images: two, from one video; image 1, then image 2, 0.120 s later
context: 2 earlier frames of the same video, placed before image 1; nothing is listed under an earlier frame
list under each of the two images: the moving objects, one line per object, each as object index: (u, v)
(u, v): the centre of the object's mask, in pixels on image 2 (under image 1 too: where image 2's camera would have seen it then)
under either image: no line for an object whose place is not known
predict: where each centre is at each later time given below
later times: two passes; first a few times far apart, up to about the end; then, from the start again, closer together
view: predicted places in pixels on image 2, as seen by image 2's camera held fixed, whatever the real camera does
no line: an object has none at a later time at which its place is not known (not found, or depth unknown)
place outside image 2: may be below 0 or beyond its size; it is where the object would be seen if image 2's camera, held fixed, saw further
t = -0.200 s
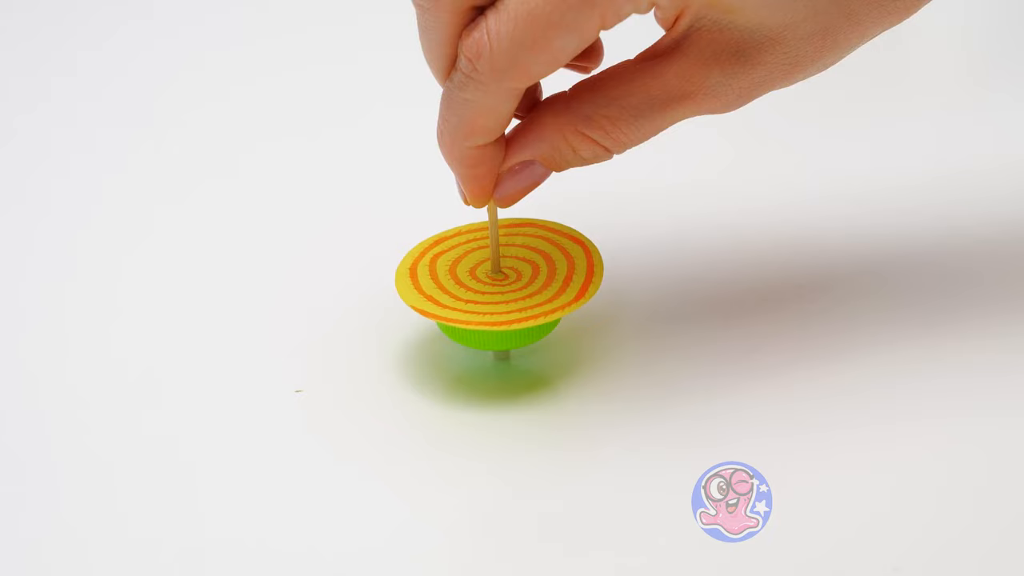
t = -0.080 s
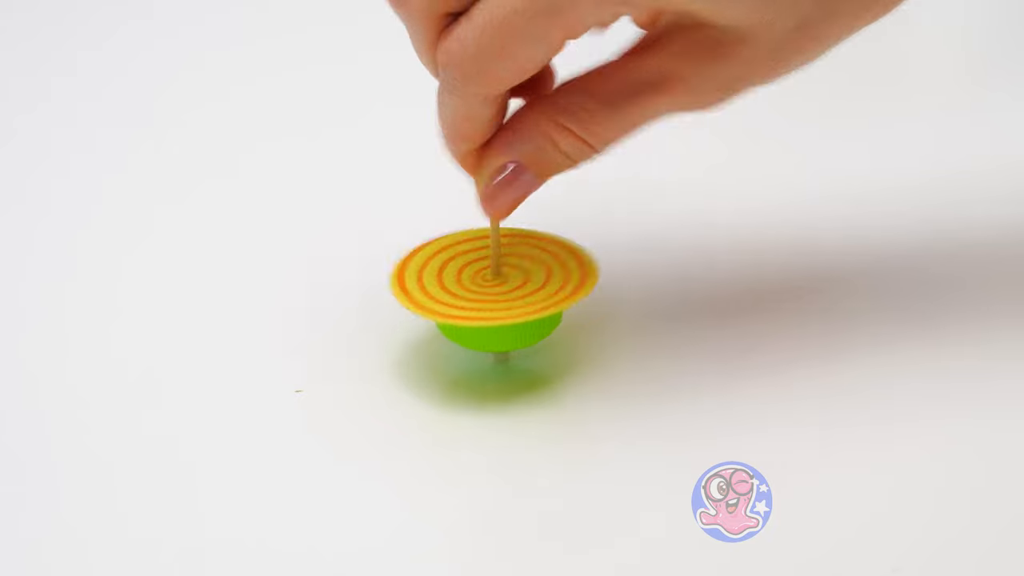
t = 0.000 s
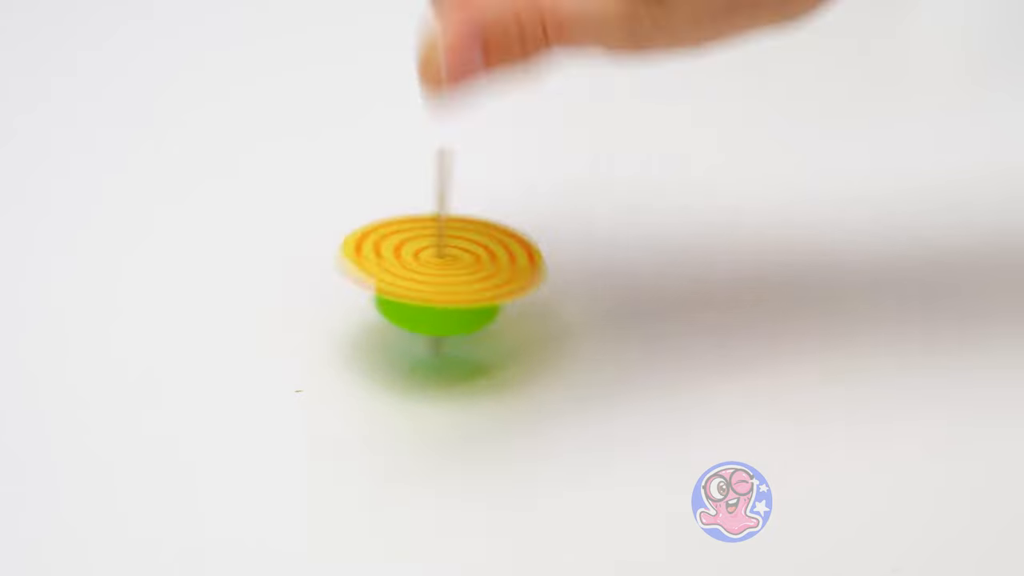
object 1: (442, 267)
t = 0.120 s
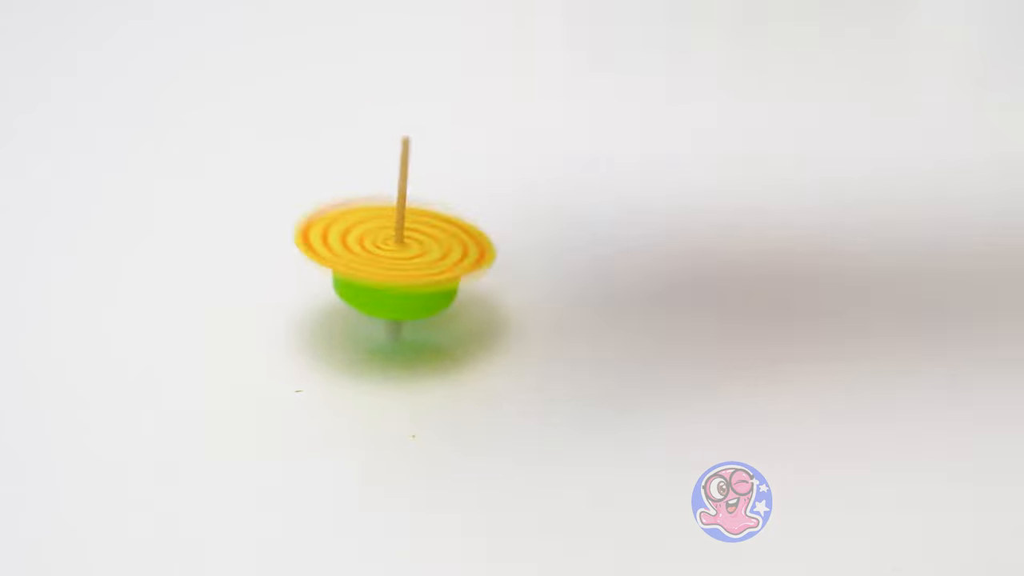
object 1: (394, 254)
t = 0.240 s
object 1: (370, 232)
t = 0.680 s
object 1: (412, 173)
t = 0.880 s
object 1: (453, 171)
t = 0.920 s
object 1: (460, 172)
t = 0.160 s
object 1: (382, 246)
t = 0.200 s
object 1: (375, 238)
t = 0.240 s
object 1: (370, 232)
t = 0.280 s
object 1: (369, 226)
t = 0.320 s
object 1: (369, 218)
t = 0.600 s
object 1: (396, 178)
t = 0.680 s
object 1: (412, 173)
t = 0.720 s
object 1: (418, 171)
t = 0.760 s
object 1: (432, 171)
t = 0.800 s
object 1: (441, 170)
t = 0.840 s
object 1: (446, 170)
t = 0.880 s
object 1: (453, 171)
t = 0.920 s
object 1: (460, 172)
